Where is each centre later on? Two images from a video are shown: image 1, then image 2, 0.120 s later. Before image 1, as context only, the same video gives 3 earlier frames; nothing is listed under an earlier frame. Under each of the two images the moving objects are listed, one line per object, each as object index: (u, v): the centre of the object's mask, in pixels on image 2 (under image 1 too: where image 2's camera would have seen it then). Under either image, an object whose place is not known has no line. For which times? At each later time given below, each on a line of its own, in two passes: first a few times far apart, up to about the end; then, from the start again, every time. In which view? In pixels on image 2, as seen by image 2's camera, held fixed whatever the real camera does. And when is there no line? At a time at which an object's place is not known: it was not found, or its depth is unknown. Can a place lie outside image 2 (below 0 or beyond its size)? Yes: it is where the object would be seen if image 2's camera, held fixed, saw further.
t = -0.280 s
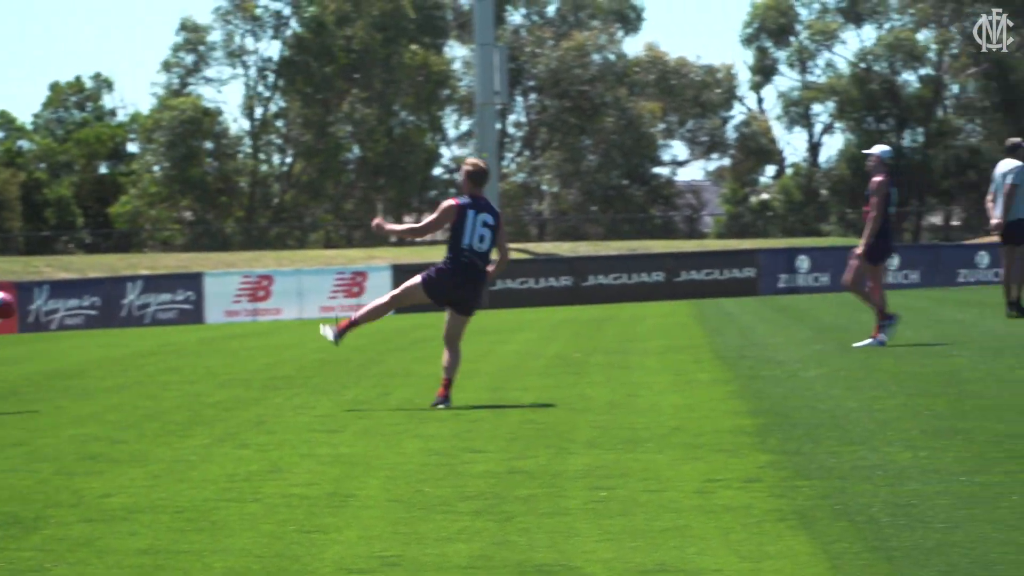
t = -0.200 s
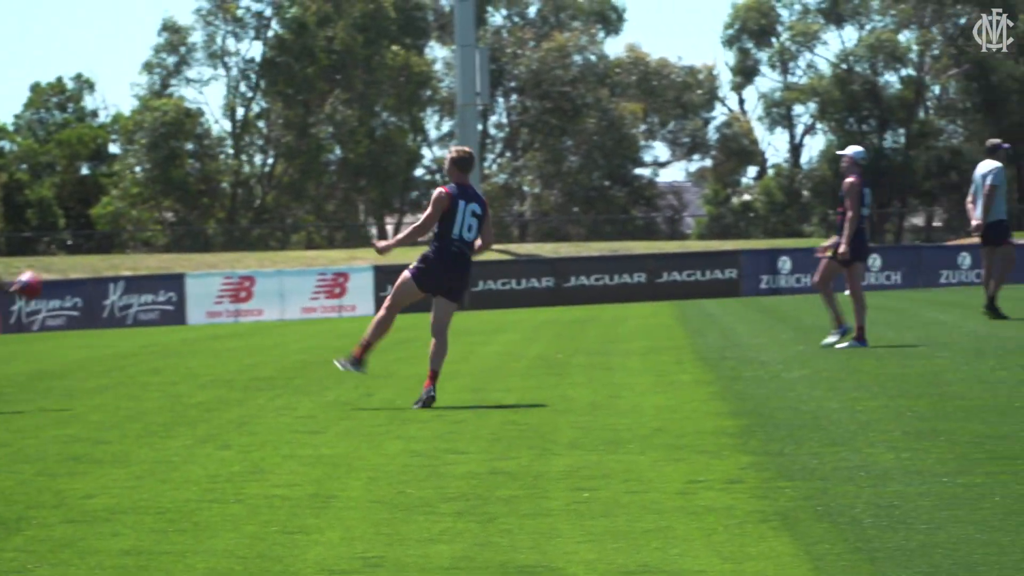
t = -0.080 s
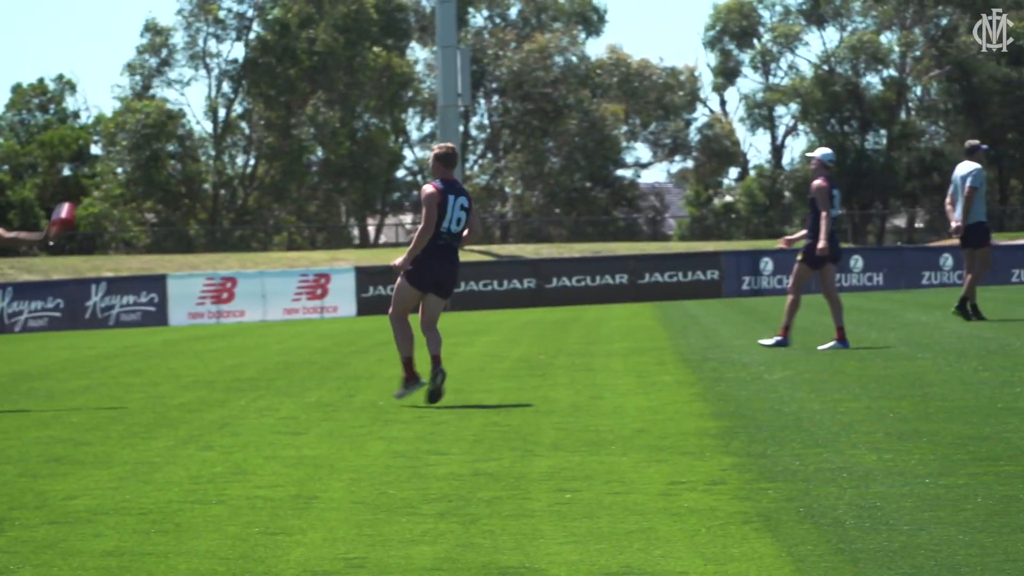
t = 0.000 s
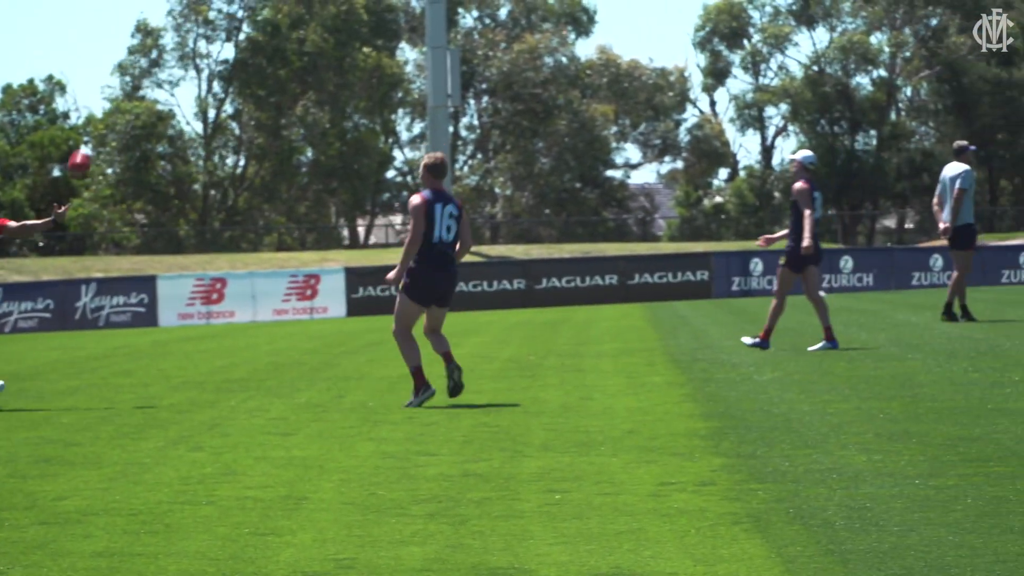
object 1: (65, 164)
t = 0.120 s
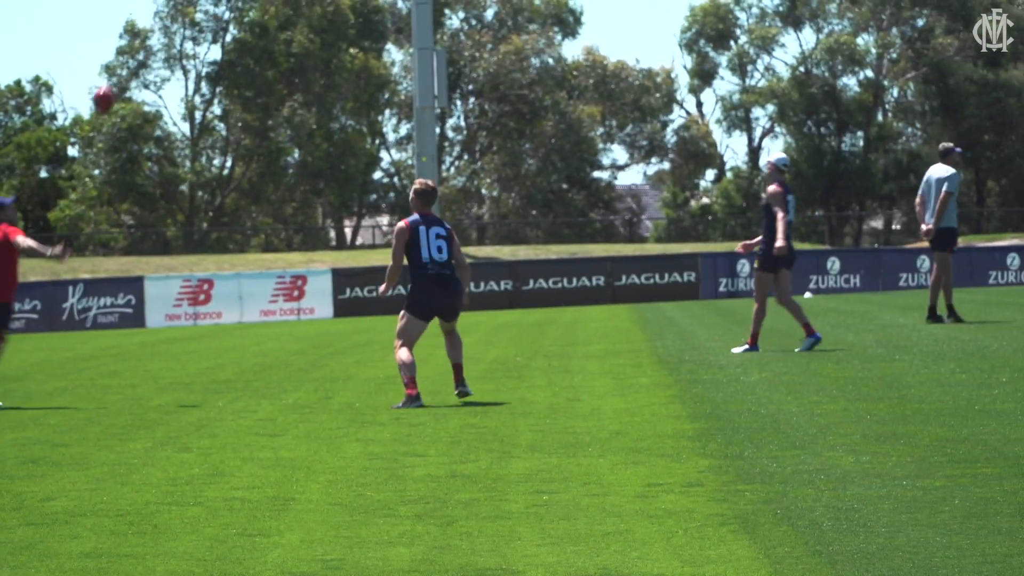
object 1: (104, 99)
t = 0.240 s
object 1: (140, 52)
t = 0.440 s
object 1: (201, 19)
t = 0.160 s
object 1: (116, 82)
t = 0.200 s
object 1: (128, 66)
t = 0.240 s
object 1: (140, 52)
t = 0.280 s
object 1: (152, 43)
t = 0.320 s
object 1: (165, 34)
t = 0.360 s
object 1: (176, 27)
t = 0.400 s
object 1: (188, 22)
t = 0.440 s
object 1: (201, 19)
